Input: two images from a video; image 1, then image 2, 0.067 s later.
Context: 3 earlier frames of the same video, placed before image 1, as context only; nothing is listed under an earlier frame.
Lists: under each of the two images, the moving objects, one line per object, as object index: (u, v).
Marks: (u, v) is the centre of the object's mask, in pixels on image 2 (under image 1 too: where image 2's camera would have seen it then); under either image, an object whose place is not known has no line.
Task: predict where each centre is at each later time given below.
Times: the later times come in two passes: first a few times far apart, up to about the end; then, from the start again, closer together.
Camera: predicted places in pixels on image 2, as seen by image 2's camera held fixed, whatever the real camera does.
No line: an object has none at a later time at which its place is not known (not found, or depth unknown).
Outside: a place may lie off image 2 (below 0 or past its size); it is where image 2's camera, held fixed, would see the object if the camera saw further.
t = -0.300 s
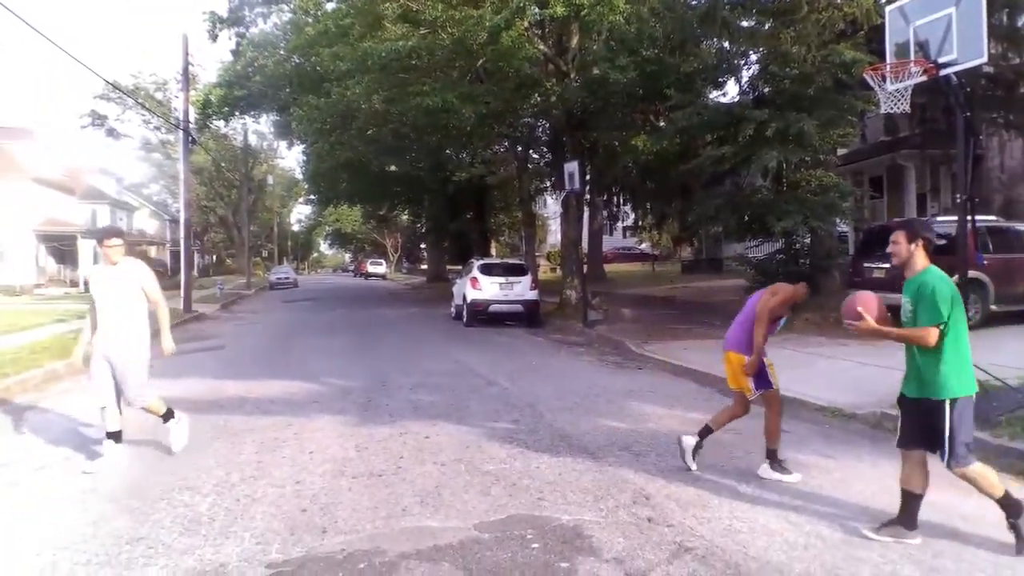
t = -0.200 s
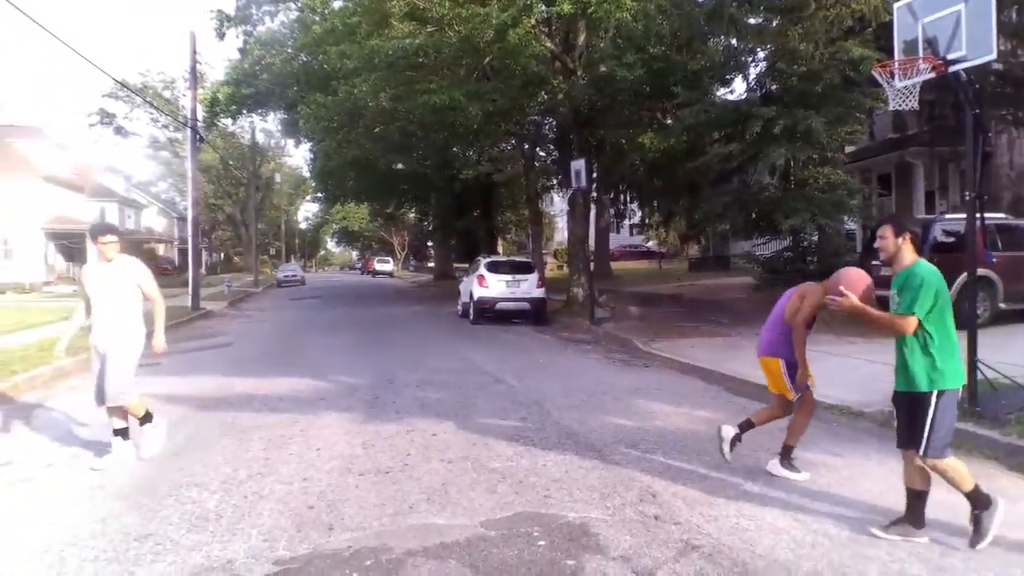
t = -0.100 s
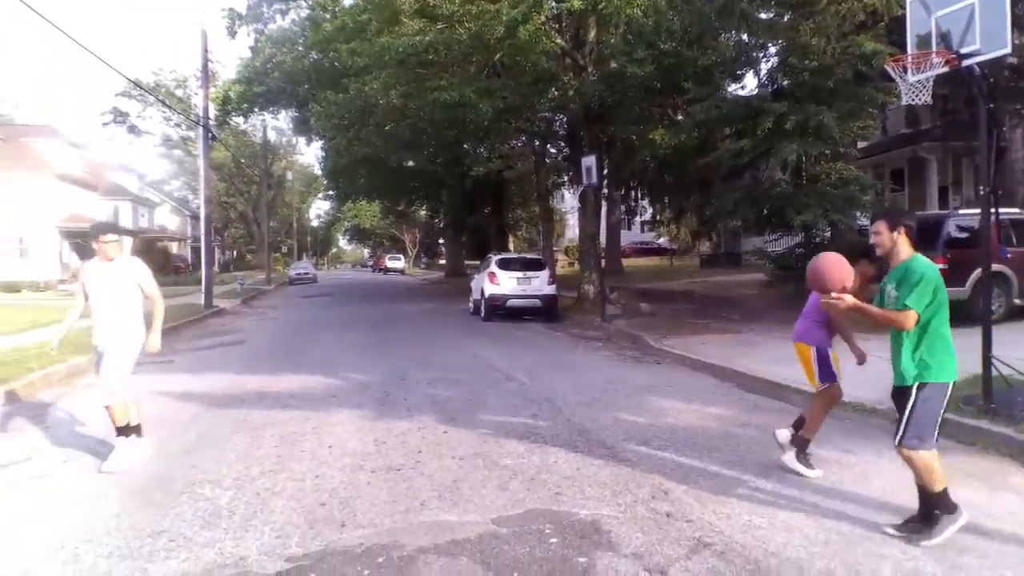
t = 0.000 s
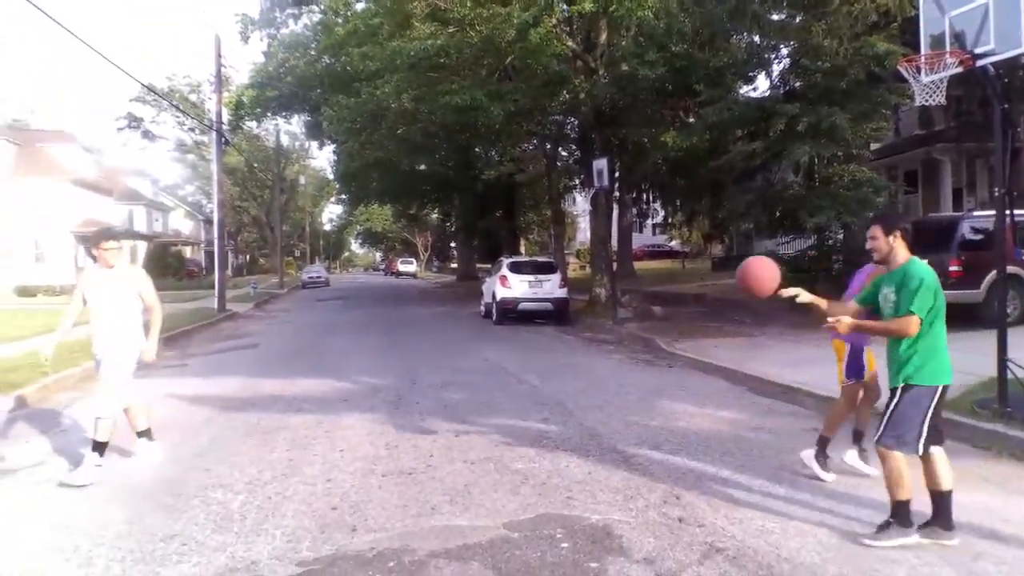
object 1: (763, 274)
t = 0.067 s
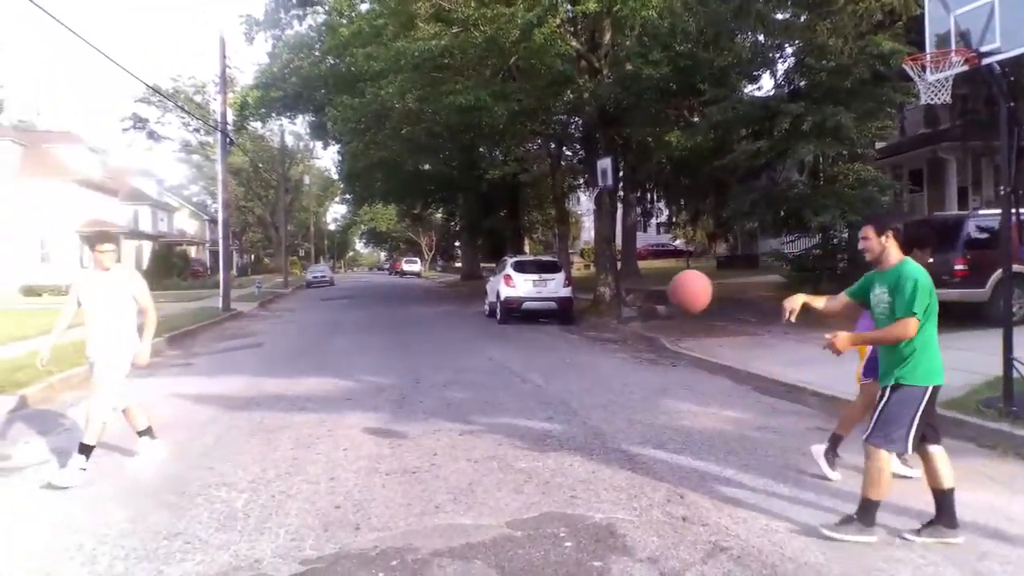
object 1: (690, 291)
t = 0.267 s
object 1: (475, 391)
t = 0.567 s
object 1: (230, 441)
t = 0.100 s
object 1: (655, 302)
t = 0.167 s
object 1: (582, 331)
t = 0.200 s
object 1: (547, 349)
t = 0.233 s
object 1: (510, 369)
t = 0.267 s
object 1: (475, 391)
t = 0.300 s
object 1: (439, 415)
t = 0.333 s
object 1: (404, 440)
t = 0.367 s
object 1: (369, 468)
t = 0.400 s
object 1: (334, 498)
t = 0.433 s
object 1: (300, 529)
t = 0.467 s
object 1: (282, 509)
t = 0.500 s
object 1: (264, 485)
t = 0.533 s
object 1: (247, 463)
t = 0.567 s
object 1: (230, 441)
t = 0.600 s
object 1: (212, 423)
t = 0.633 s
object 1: (195, 406)
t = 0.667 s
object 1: (177, 391)
